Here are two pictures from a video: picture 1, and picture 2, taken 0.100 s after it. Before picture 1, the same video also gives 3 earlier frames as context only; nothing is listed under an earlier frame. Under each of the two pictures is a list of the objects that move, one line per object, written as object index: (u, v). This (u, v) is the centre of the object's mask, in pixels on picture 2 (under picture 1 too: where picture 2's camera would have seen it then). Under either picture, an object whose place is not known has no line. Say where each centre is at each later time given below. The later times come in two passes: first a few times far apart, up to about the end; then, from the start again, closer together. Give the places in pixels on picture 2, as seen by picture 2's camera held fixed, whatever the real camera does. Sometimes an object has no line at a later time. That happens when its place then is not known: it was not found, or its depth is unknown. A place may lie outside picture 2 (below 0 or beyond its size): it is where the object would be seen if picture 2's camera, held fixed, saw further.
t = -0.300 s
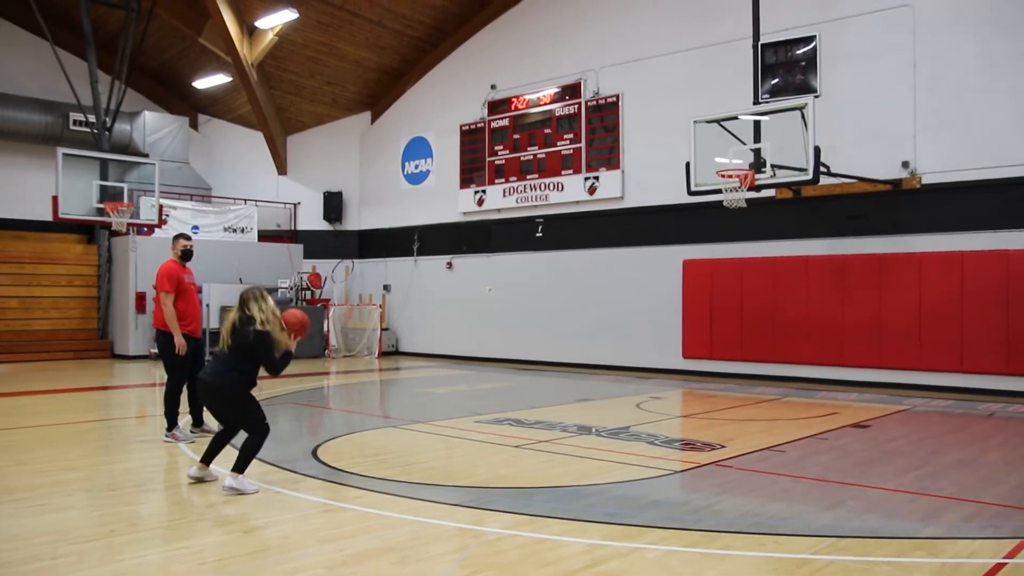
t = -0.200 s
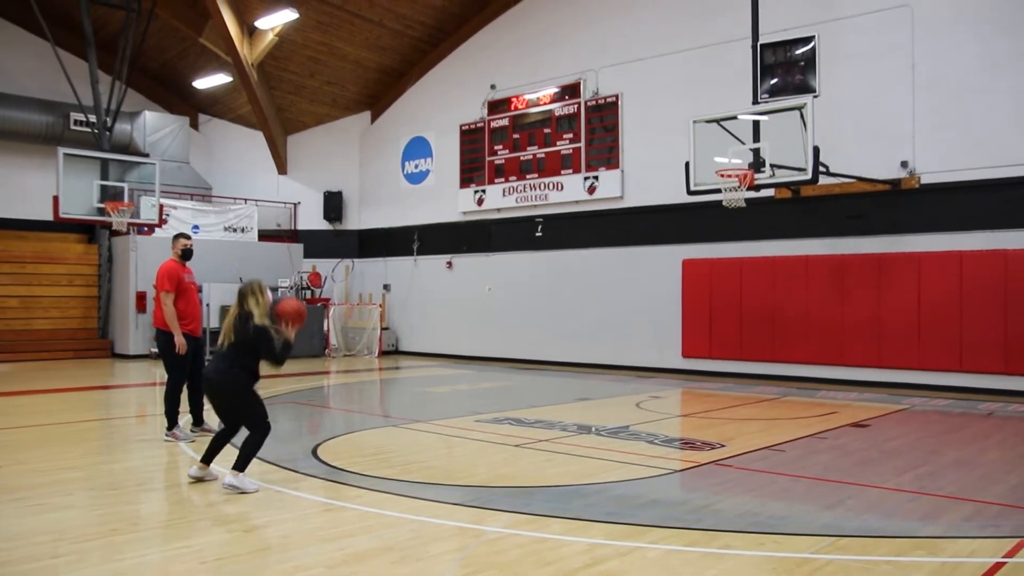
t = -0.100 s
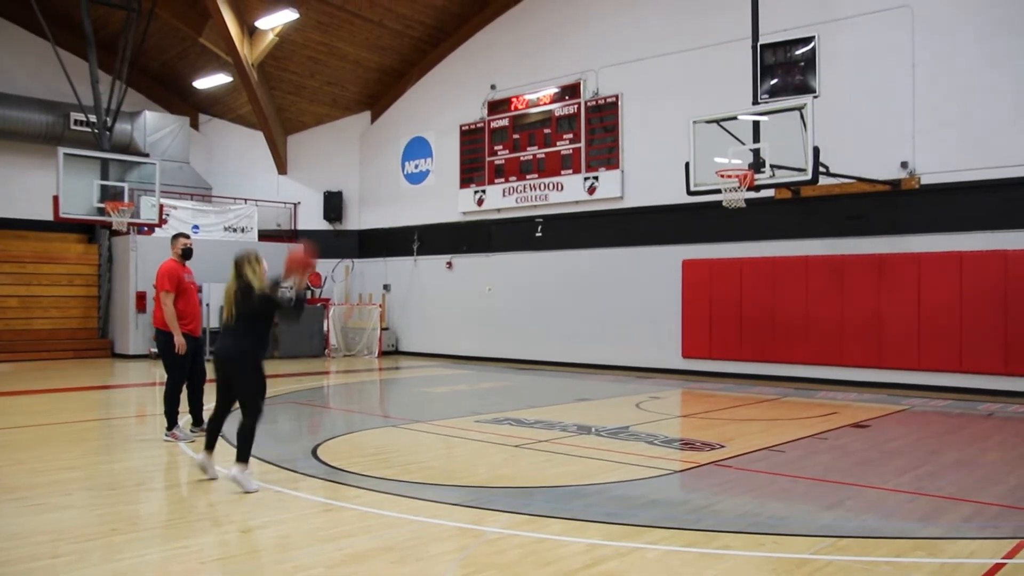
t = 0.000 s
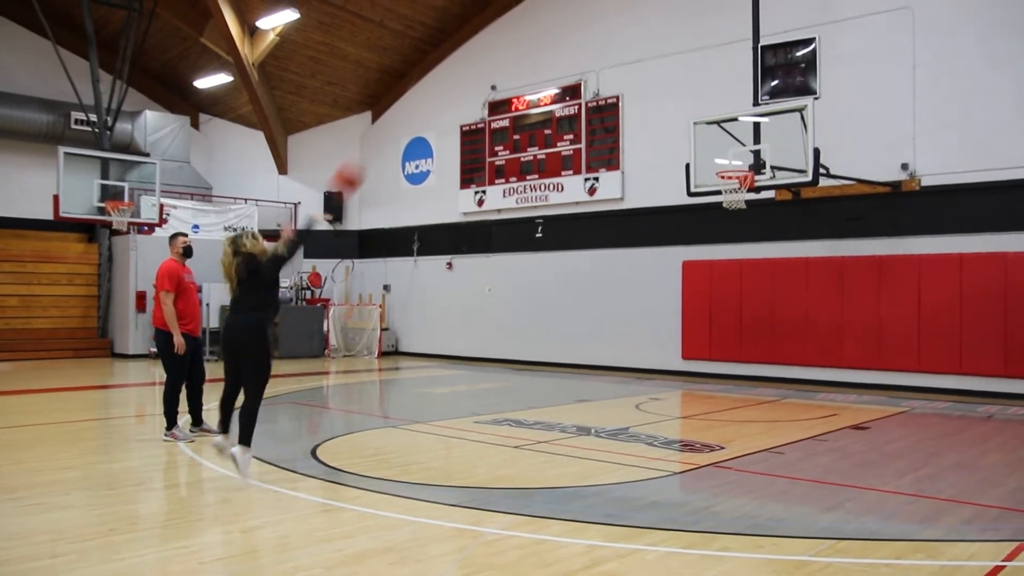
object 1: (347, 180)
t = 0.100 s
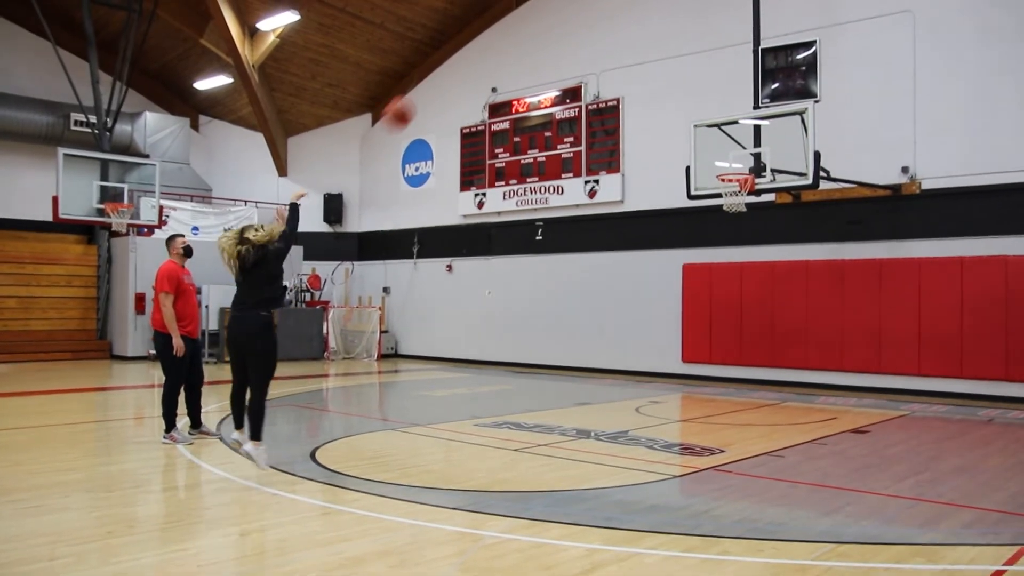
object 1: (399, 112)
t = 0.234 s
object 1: (459, 49)
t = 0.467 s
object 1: (545, 5)
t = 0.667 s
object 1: (605, 6)
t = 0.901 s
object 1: (663, 50)
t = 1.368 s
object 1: (741, 201)
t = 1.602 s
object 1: (743, 248)
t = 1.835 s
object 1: (743, 337)
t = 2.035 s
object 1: (743, 375)
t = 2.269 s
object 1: (740, 309)
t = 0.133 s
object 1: (414, 94)
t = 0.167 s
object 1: (429, 77)
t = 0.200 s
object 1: (444, 62)
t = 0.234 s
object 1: (459, 49)
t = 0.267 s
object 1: (472, 38)
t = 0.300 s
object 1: (485, 30)
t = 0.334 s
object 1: (498, 21)
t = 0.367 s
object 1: (509, 15)
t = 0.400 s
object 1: (521, 11)
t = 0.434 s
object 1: (533, 7)
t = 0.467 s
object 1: (545, 5)
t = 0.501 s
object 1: (556, 4)
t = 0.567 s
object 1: (576, 3)
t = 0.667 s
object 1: (605, 6)
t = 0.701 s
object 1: (614, 10)
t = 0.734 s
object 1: (623, 15)
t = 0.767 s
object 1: (632, 21)
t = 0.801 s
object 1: (640, 27)
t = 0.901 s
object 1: (663, 50)
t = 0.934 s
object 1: (670, 60)
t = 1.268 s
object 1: (746, 186)
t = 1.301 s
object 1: (739, 196)
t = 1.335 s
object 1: (741, 198)
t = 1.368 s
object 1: (741, 201)
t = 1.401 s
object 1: (741, 206)
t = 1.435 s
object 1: (742, 212)
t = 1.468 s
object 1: (742, 217)
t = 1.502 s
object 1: (743, 224)
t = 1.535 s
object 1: (743, 232)
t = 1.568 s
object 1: (743, 239)
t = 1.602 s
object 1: (743, 248)
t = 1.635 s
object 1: (743, 260)
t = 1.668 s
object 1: (743, 272)
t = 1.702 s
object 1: (744, 281)
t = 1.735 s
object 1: (743, 295)
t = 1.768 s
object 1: (743, 309)
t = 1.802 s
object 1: (743, 322)
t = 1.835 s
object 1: (743, 337)
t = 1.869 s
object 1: (743, 353)
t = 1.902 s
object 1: (744, 374)
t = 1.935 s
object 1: (744, 390)
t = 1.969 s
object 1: (744, 400)
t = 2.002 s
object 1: (744, 387)
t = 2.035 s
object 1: (743, 375)
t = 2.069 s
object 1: (743, 361)
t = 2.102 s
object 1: (741, 351)
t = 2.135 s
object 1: (741, 341)
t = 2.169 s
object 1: (741, 332)
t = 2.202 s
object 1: (741, 323)
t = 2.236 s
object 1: (741, 315)
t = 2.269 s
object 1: (740, 309)
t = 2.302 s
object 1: (740, 302)
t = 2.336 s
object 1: (738, 297)
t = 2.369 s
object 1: (738, 293)
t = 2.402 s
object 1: (737, 289)
